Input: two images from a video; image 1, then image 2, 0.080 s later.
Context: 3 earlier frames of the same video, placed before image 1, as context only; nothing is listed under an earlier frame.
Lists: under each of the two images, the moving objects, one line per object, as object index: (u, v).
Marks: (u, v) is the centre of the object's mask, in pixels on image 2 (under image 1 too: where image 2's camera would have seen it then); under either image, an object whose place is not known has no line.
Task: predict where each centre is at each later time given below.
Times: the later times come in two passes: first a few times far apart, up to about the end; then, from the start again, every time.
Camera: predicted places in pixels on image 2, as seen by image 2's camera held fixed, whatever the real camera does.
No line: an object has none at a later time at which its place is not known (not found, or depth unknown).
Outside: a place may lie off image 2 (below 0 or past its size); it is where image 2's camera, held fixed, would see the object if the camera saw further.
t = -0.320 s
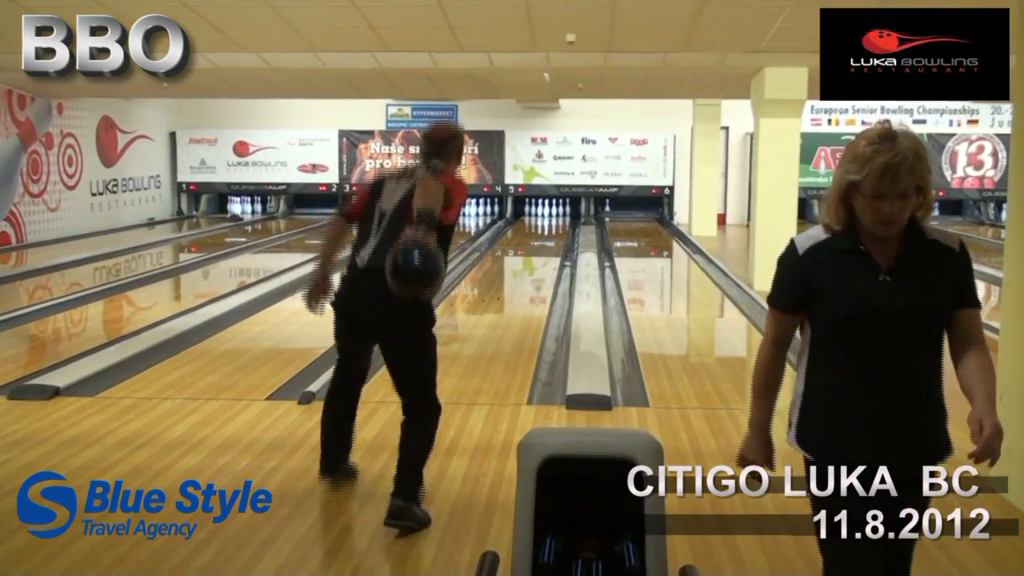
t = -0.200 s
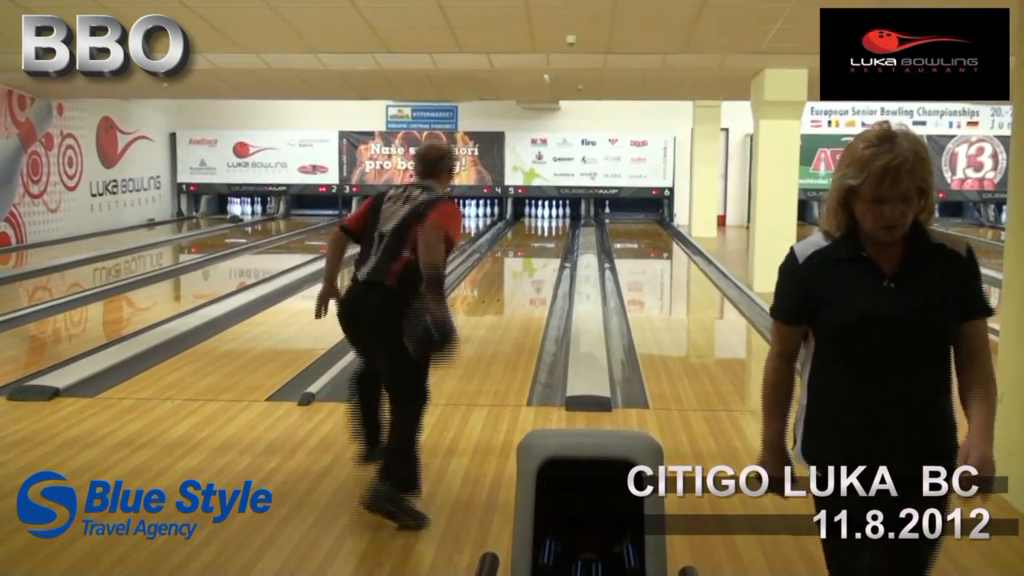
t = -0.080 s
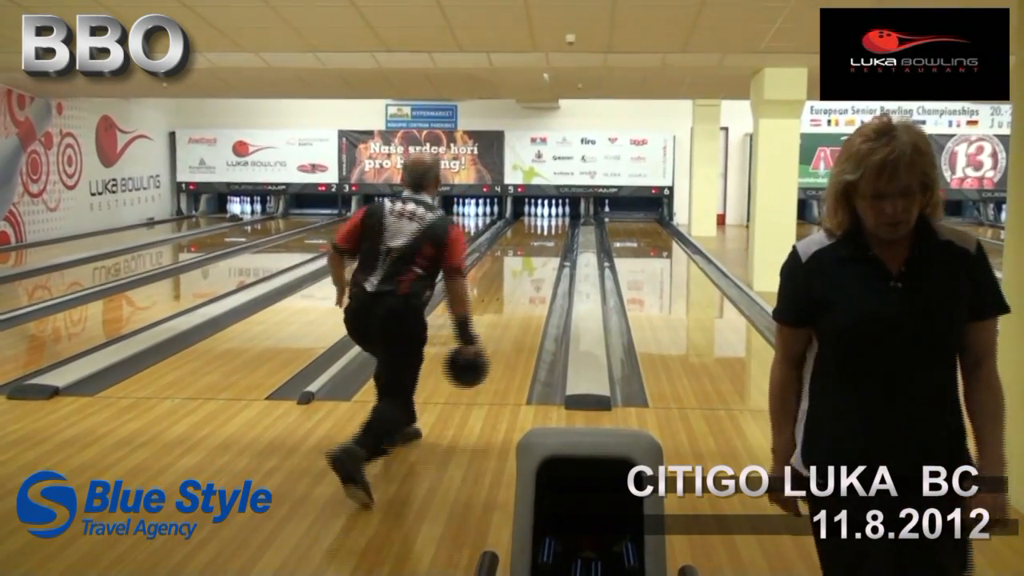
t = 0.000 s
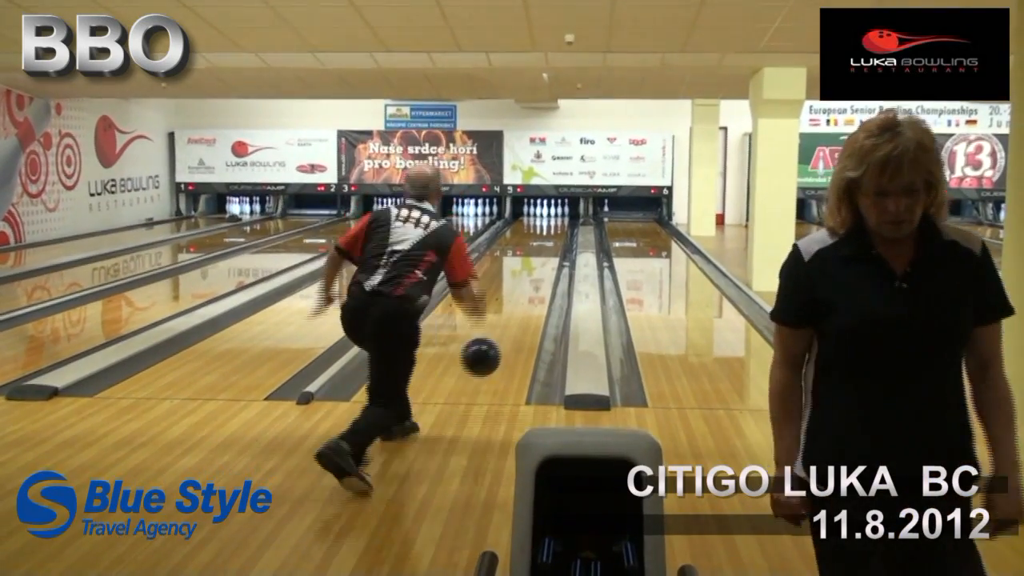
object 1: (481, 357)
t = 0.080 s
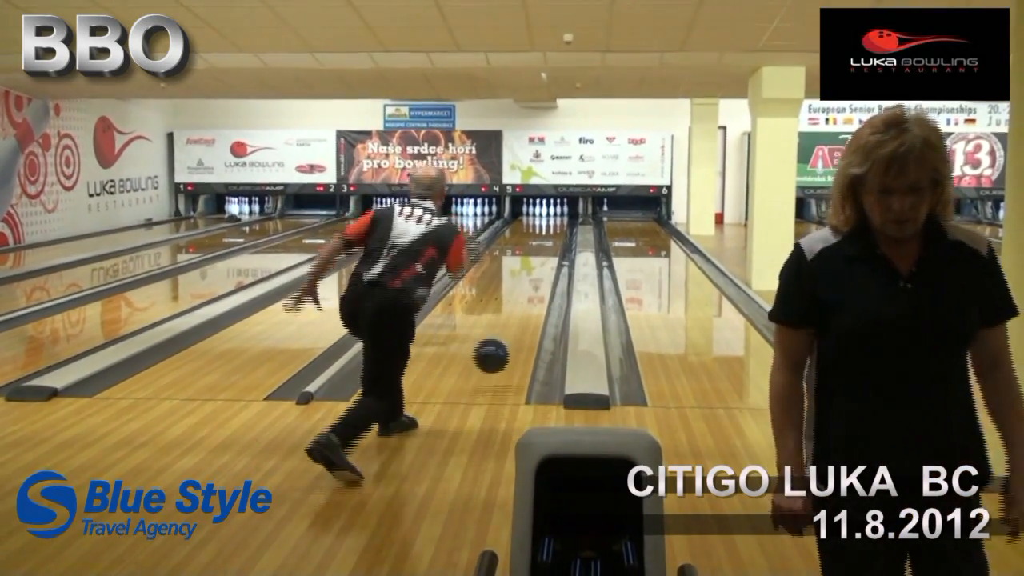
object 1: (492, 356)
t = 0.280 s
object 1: (511, 328)
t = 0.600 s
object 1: (530, 287)
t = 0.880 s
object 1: (538, 264)
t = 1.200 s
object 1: (545, 246)
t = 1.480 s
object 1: (547, 234)
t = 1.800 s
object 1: (549, 225)
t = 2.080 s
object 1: (550, 217)
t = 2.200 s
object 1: (549, 216)
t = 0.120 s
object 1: (495, 358)
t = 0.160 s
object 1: (501, 353)
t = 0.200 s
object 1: (505, 342)
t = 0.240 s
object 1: (508, 334)
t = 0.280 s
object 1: (511, 328)
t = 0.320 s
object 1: (514, 324)
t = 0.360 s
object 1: (516, 317)
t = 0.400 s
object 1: (519, 312)
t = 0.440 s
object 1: (521, 306)
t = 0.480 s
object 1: (524, 301)
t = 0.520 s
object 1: (526, 296)
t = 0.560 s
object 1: (528, 291)
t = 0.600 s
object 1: (530, 287)
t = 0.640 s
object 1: (531, 284)
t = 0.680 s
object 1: (532, 280)
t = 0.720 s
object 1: (534, 276)
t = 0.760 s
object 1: (535, 273)
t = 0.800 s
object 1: (536, 270)
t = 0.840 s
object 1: (537, 267)
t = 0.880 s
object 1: (538, 264)
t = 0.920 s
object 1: (540, 262)
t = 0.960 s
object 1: (540, 259)
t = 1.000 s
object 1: (541, 256)
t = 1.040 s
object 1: (542, 254)
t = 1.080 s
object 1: (543, 251)
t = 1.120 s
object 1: (544, 249)
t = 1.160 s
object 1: (544, 247)
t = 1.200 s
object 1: (545, 246)
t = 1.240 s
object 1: (545, 245)
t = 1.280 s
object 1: (546, 242)
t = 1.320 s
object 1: (546, 241)
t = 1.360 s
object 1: (546, 240)
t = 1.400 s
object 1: (547, 237)
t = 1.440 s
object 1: (547, 236)
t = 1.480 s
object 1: (547, 234)
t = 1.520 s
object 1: (548, 232)
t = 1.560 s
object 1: (548, 231)
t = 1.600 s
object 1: (548, 230)
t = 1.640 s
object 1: (548, 229)
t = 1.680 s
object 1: (549, 229)
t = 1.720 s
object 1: (548, 227)
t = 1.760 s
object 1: (548, 226)
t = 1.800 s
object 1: (549, 225)
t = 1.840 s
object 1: (549, 224)
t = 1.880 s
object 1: (549, 223)
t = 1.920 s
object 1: (549, 222)
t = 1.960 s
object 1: (549, 220)
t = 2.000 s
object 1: (549, 218)
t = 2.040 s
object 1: (549, 218)
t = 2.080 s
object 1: (550, 217)
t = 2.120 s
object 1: (549, 217)
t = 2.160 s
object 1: (549, 216)
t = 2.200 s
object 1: (549, 216)
